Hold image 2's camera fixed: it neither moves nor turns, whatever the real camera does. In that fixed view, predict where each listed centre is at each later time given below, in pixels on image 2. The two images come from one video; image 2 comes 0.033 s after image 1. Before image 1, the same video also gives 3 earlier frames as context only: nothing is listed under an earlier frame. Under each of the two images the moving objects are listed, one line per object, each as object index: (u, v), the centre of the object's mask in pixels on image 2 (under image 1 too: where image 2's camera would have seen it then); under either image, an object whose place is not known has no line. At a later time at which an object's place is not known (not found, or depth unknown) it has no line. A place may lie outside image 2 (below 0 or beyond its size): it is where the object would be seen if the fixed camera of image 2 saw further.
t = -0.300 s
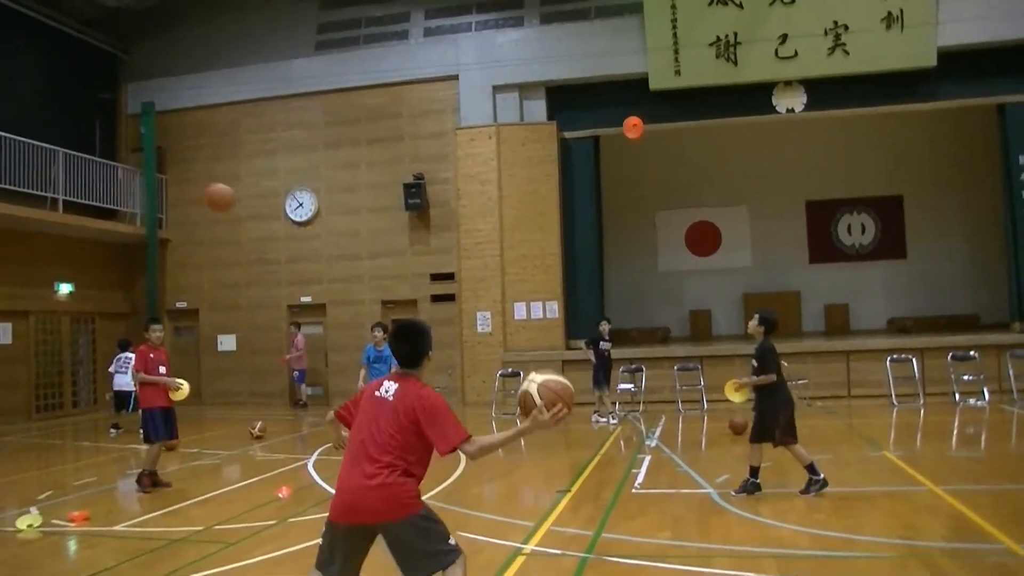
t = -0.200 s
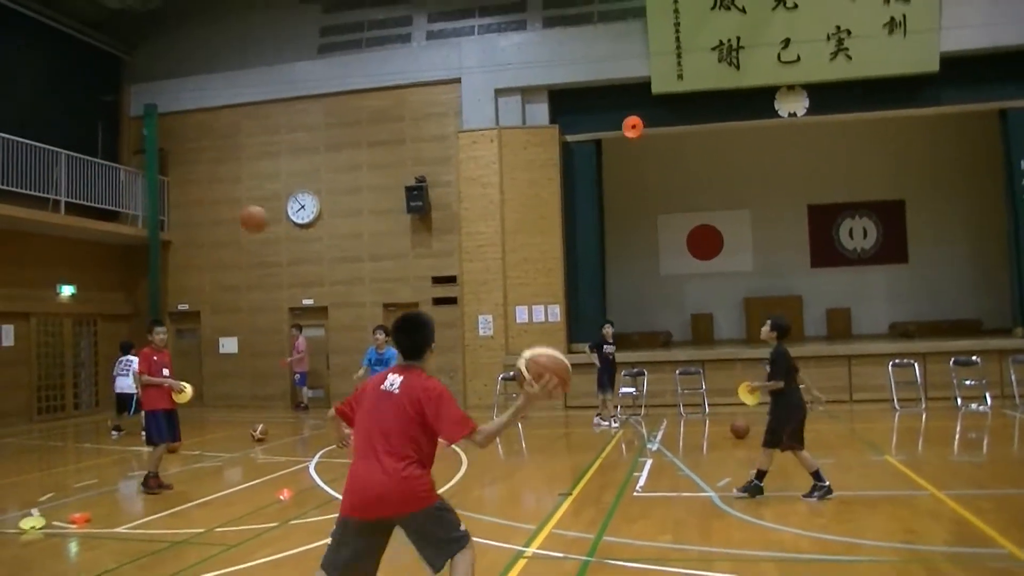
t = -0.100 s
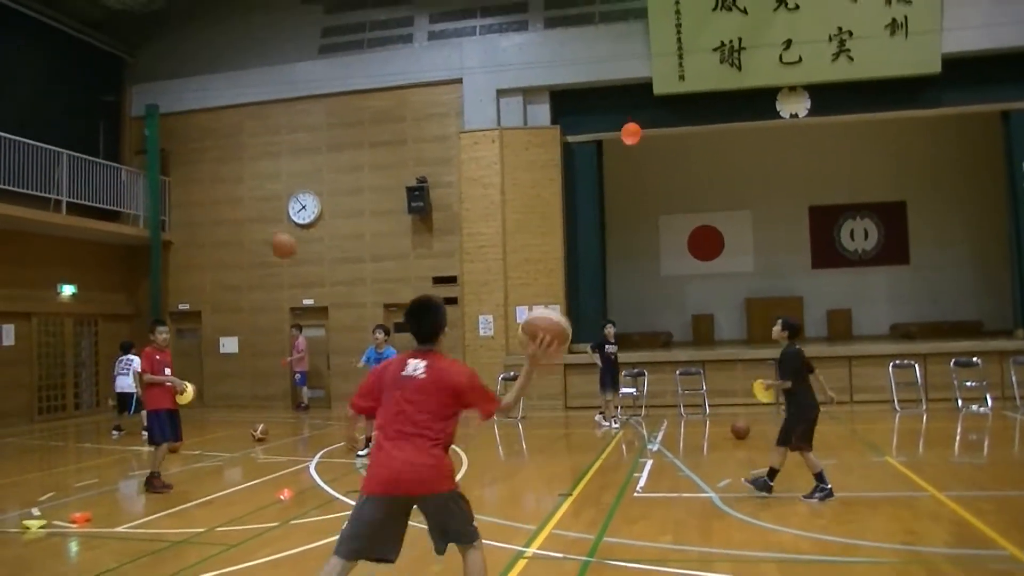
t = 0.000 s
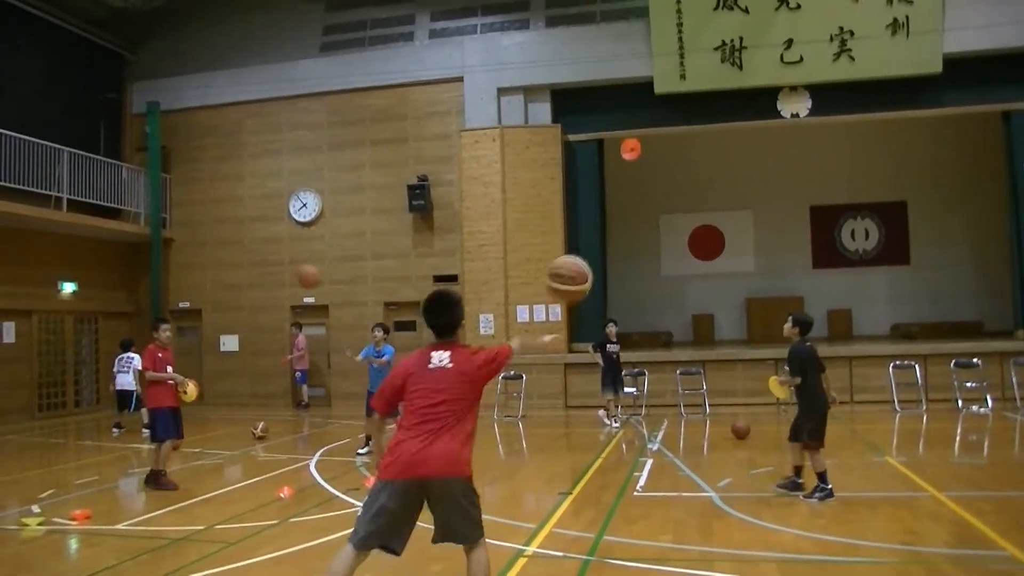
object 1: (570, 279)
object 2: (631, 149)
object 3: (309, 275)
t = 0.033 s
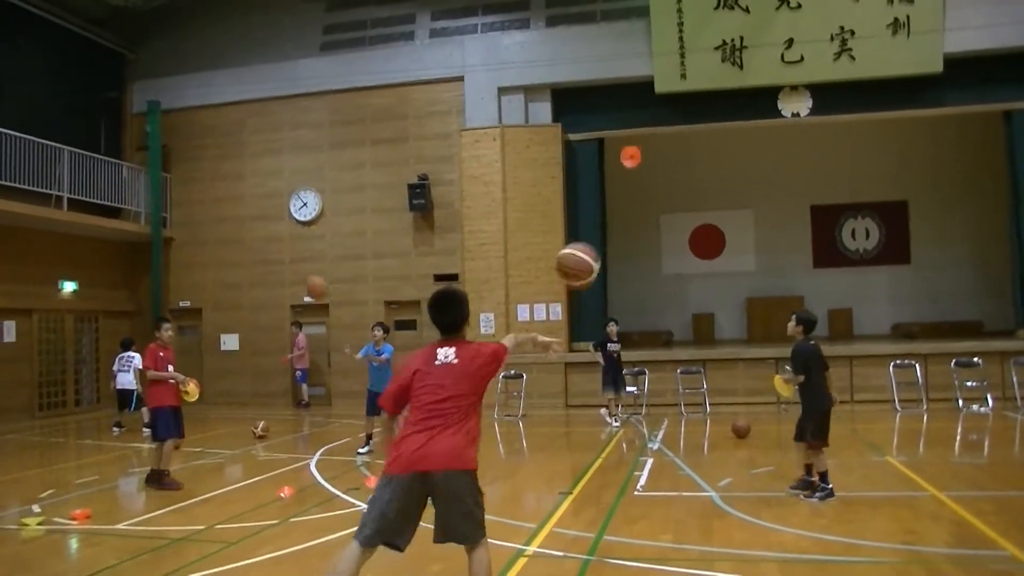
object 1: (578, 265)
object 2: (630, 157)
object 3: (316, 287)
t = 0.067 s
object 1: (584, 255)
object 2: (630, 165)
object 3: (323, 302)
